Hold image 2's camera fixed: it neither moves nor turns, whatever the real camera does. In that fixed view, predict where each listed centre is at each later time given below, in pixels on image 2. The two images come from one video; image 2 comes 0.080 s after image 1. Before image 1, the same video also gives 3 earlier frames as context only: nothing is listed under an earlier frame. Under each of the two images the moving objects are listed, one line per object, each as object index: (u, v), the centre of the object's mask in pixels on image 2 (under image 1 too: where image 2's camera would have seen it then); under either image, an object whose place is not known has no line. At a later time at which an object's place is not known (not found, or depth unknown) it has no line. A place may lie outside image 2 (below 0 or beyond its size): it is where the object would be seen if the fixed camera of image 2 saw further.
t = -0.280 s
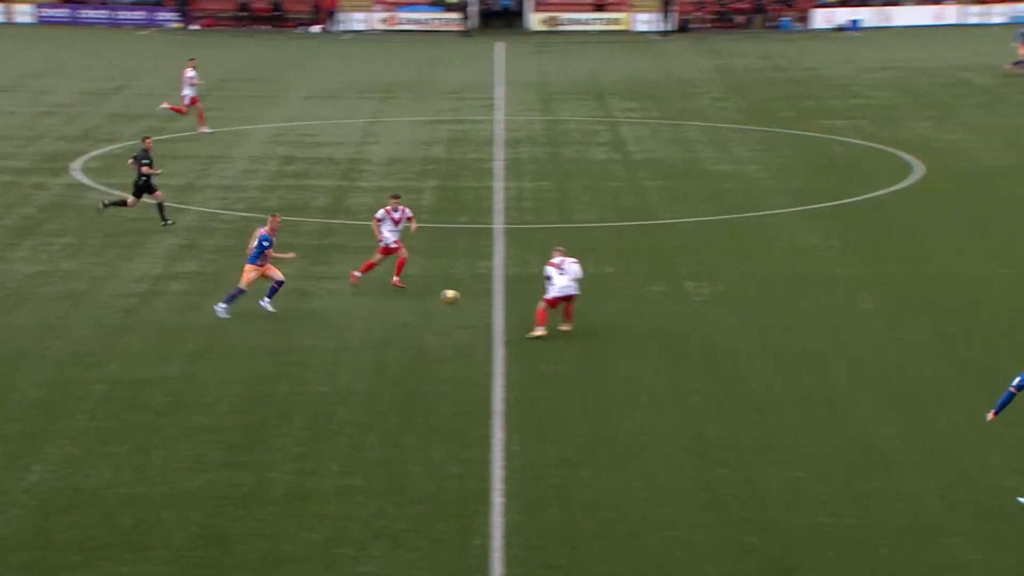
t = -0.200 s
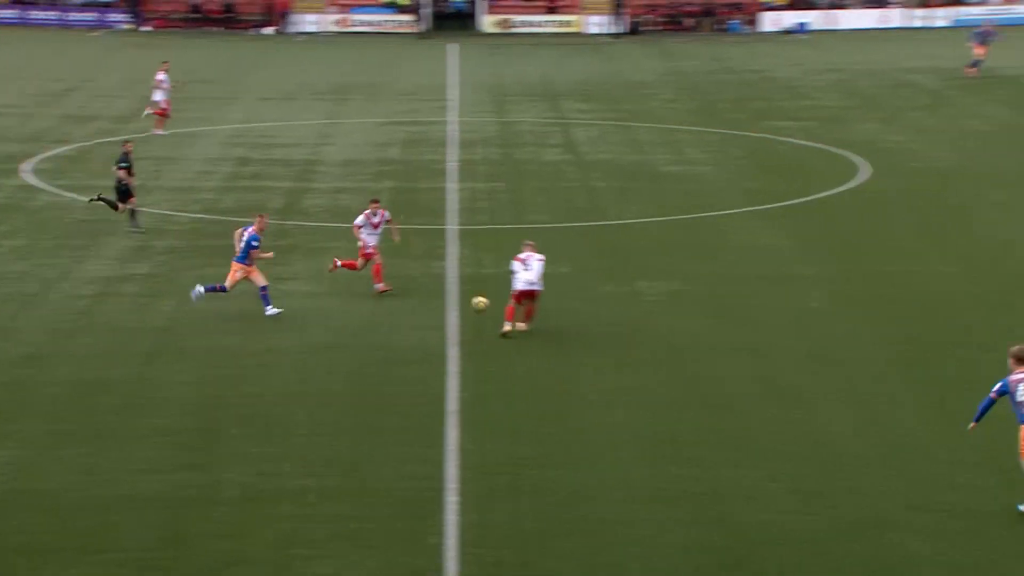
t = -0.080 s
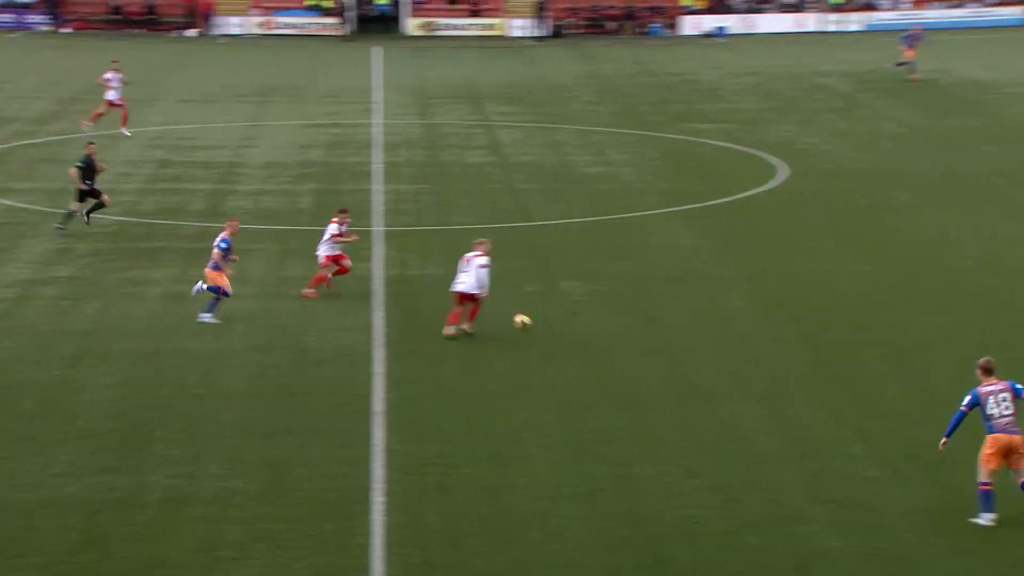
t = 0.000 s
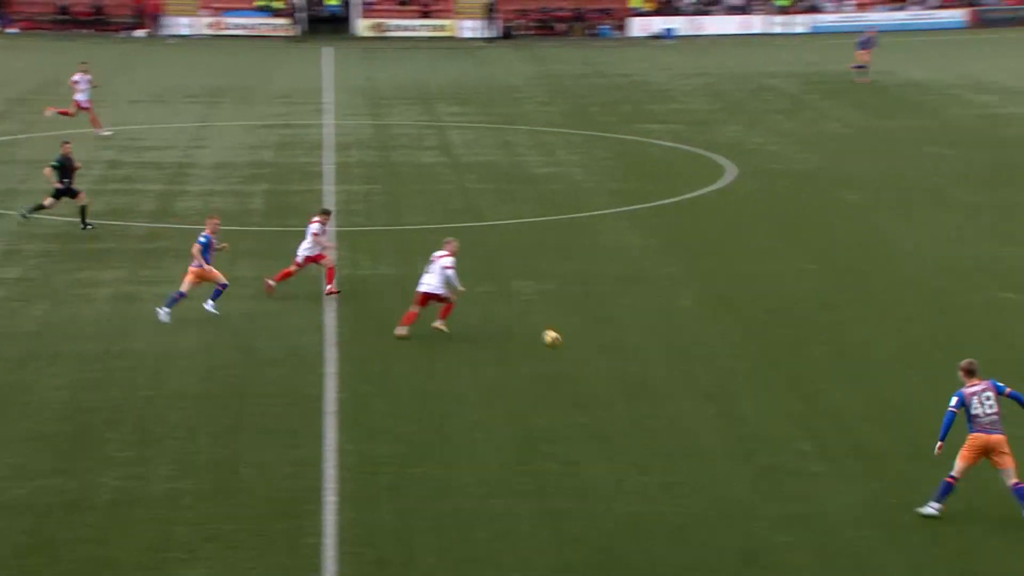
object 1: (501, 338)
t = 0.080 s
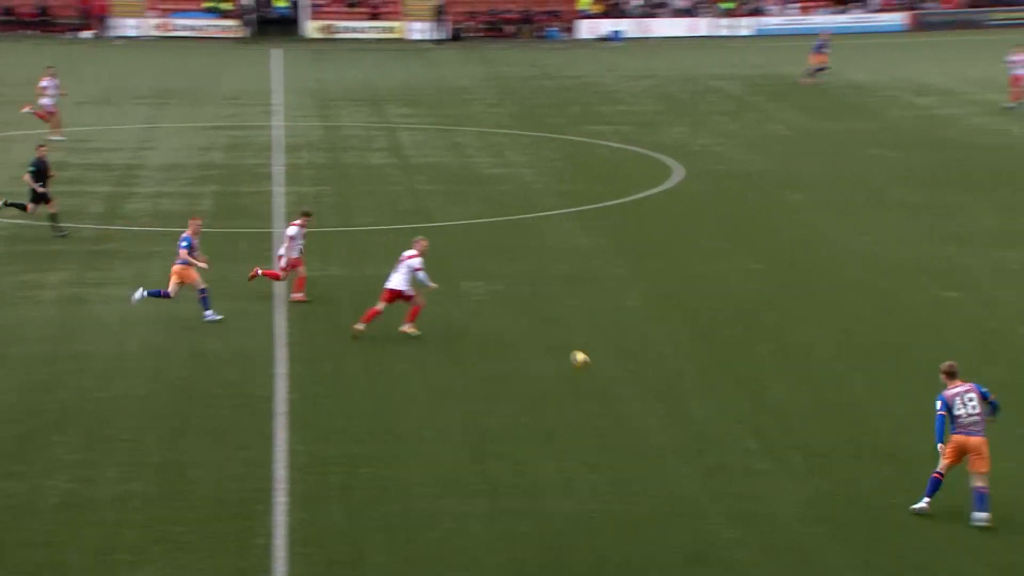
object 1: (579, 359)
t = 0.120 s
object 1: (618, 371)
